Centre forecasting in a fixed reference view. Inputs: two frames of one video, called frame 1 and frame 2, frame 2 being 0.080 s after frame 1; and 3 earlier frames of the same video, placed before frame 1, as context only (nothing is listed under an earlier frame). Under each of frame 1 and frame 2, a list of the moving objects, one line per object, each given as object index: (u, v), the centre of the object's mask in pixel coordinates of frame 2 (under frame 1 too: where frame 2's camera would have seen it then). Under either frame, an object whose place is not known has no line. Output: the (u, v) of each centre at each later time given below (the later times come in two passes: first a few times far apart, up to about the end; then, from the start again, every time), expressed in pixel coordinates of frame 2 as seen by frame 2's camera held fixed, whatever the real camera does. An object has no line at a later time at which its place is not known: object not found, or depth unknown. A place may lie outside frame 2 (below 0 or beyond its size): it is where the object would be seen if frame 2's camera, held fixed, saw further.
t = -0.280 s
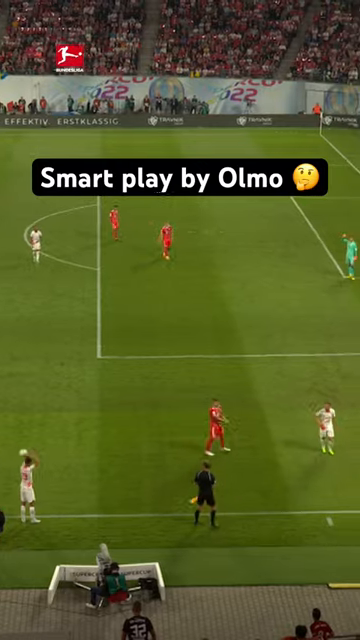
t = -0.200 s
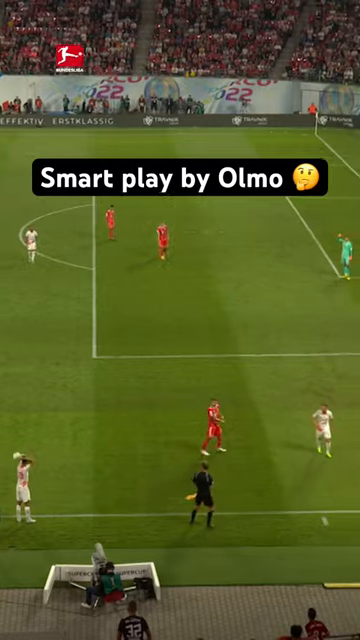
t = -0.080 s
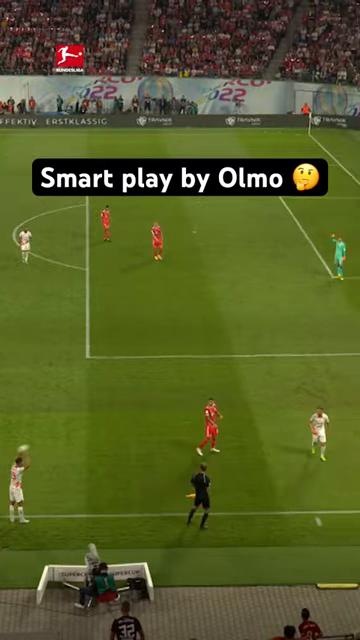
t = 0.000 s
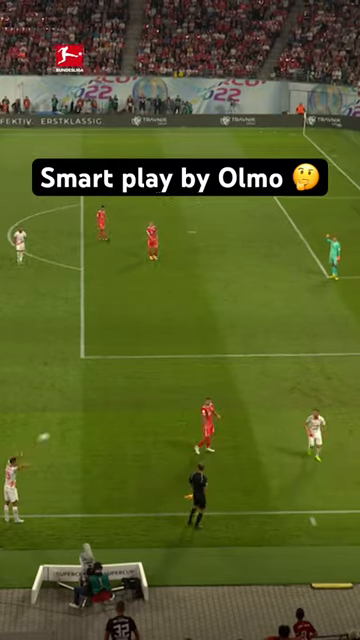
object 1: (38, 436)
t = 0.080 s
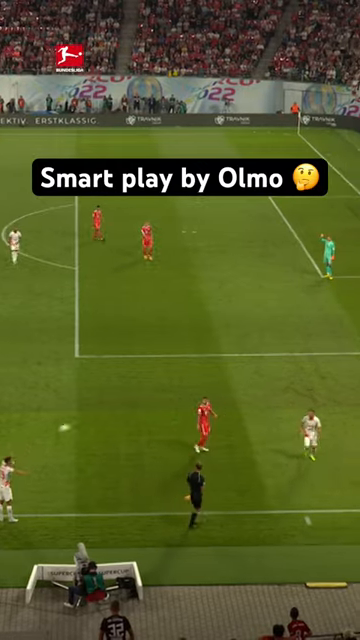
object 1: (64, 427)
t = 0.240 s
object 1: (115, 418)
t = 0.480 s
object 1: (184, 420)
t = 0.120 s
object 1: (77, 425)
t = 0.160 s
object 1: (90, 422)
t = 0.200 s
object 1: (102, 419)
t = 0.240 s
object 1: (115, 418)
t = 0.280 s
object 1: (127, 417)
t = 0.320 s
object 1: (138, 417)
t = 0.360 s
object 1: (150, 417)
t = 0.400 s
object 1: (162, 417)
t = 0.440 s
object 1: (173, 419)
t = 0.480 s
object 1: (184, 420)
